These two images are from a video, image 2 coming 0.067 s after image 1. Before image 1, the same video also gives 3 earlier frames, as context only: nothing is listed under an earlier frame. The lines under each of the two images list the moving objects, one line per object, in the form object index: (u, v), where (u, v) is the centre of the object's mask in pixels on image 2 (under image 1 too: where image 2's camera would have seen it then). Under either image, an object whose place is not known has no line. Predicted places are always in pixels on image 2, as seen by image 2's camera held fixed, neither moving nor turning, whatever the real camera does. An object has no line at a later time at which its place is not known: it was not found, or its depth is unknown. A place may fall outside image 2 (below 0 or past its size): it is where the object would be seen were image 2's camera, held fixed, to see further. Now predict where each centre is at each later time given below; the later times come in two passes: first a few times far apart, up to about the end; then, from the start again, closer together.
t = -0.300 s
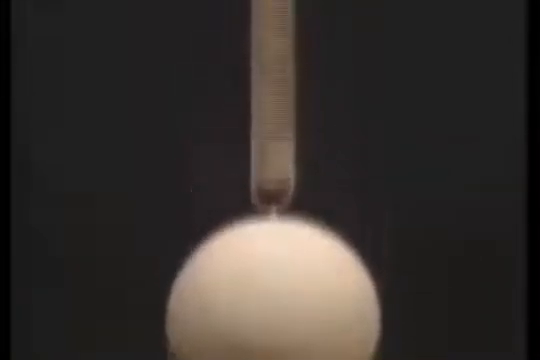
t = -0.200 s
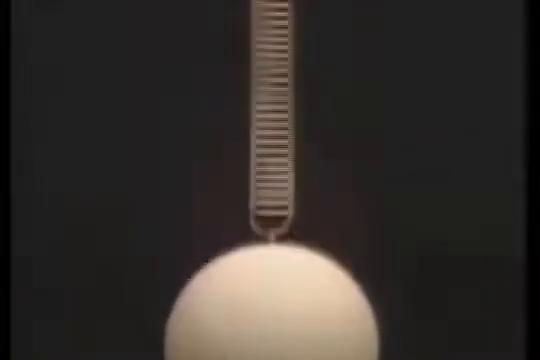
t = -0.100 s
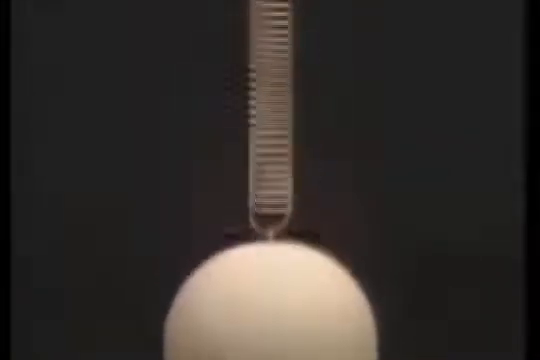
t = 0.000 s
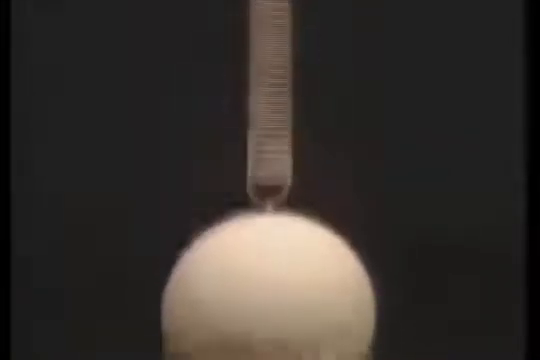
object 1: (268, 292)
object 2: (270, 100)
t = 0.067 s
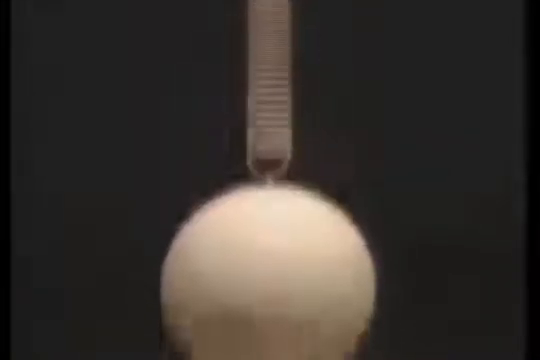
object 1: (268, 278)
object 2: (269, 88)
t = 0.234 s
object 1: (267, 227)
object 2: (269, 61)
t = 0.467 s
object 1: (271, 244)
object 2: (271, 68)
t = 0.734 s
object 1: (273, 310)
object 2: (272, 116)
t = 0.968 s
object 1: (270, 288)
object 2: (271, 96)
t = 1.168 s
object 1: (268, 232)
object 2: (269, 63)
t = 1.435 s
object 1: (269, 248)
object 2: (270, 70)
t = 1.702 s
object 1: (273, 311)
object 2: (272, 119)
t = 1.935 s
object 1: (271, 289)
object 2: (272, 96)
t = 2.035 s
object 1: (270, 261)
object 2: (271, 76)
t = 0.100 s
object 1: (267, 269)
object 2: (269, 82)
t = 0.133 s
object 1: (267, 258)
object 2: (269, 77)
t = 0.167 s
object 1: (267, 250)
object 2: (269, 73)
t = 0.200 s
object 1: (267, 239)
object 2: (268, 69)
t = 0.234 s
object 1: (267, 227)
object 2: (269, 61)
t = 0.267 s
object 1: (267, 223)
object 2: (269, 59)
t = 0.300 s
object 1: (268, 219)
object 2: (269, 57)
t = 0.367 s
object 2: (270, 57)
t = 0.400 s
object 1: (270, 227)
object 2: (270, 60)
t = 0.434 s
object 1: (270, 236)
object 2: (270, 64)
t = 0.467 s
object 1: (271, 244)
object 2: (271, 68)
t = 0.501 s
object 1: (271, 257)
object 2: (271, 74)
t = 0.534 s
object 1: (272, 268)
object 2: (271, 81)
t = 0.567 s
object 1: (272, 274)
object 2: (271, 85)
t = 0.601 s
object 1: (273, 282)
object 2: (271, 92)
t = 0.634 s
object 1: (273, 294)
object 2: (272, 104)
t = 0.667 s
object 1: (273, 296)
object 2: (272, 105)
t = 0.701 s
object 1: (273, 306)
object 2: (272, 114)
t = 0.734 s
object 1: (273, 310)
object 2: (272, 116)
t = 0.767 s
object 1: (273, 313)
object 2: (272, 120)
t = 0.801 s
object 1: (273, 313)
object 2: (272, 120)
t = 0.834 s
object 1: (272, 310)
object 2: (272, 117)
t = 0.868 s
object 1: (271, 311)
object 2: (271, 118)
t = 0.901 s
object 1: (271, 301)
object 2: (271, 108)
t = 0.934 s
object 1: (270, 295)
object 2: (271, 103)
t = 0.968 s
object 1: (270, 288)
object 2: (271, 96)
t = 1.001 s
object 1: (269, 280)
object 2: (270, 90)
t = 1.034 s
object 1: (268, 272)
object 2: (270, 84)
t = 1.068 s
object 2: (270, 79)
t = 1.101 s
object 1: (268, 252)
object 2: (269, 72)
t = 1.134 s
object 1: (268, 240)
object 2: (269, 68)
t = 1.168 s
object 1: (268, 232)
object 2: (269, 63)
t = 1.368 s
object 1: (269, 230)
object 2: (269, 62)
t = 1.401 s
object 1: (269, 240)
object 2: (270, 66)
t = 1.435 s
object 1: (269, 248)
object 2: (270, 70)
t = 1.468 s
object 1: (270, 259)
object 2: (270, 75)
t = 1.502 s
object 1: (270, 270)
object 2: (271, 81)
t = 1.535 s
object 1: (271, 277)
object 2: (271, 88)
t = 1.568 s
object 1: (271, 285)
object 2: (271, 94)
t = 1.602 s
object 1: (272, 295)
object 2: (271, 104)
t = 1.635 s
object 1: (272, 303)
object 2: (272, 110)
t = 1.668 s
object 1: (273, 308)
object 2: (272, 115)
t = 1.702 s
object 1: (273, 311)
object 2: (272, 119)
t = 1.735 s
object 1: (273, 313)
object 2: (272, 120)
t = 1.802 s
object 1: (273, 309)
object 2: (272, 117)
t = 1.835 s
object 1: (272, 308)
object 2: (272, 115)
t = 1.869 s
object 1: (272, 302)
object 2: (272, 108)
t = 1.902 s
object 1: (272, 296)
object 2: (272, 103)
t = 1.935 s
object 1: (271, 289)
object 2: (272, 96)
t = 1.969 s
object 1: (271, 280)
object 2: (271, 88)
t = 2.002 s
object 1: (270, 269)
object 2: (271, 80)
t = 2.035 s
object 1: (270, 261)
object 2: (271, 76)
